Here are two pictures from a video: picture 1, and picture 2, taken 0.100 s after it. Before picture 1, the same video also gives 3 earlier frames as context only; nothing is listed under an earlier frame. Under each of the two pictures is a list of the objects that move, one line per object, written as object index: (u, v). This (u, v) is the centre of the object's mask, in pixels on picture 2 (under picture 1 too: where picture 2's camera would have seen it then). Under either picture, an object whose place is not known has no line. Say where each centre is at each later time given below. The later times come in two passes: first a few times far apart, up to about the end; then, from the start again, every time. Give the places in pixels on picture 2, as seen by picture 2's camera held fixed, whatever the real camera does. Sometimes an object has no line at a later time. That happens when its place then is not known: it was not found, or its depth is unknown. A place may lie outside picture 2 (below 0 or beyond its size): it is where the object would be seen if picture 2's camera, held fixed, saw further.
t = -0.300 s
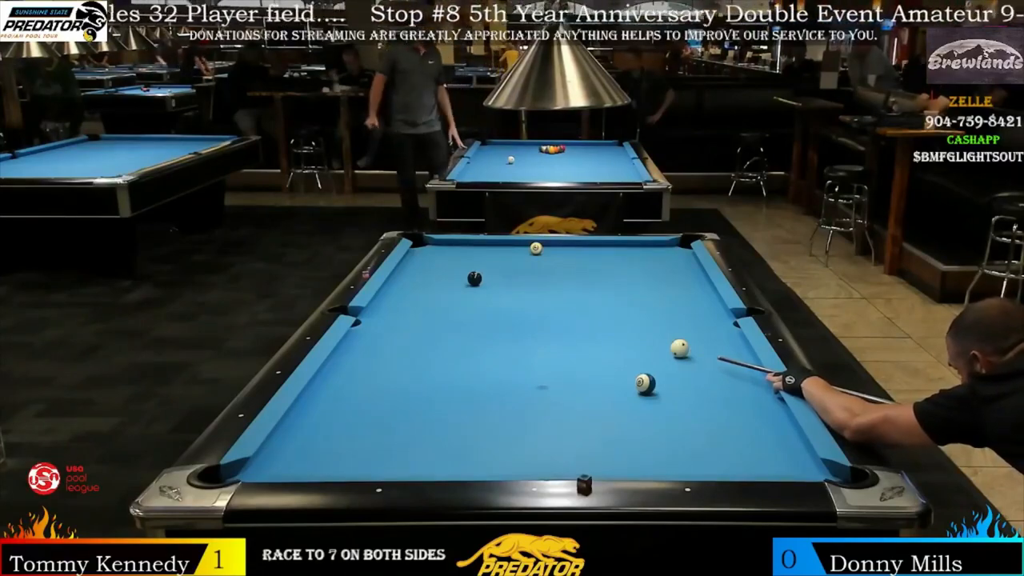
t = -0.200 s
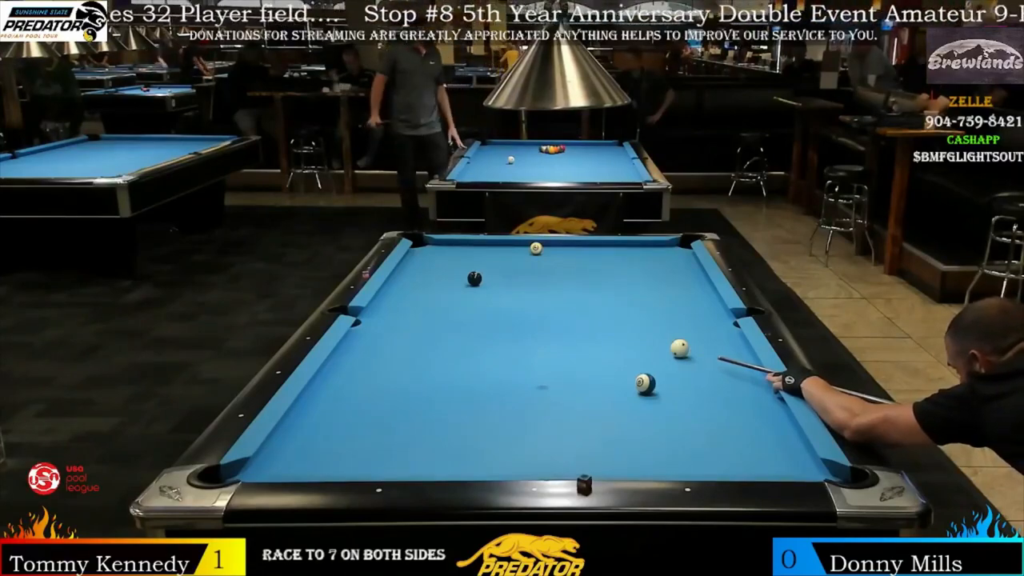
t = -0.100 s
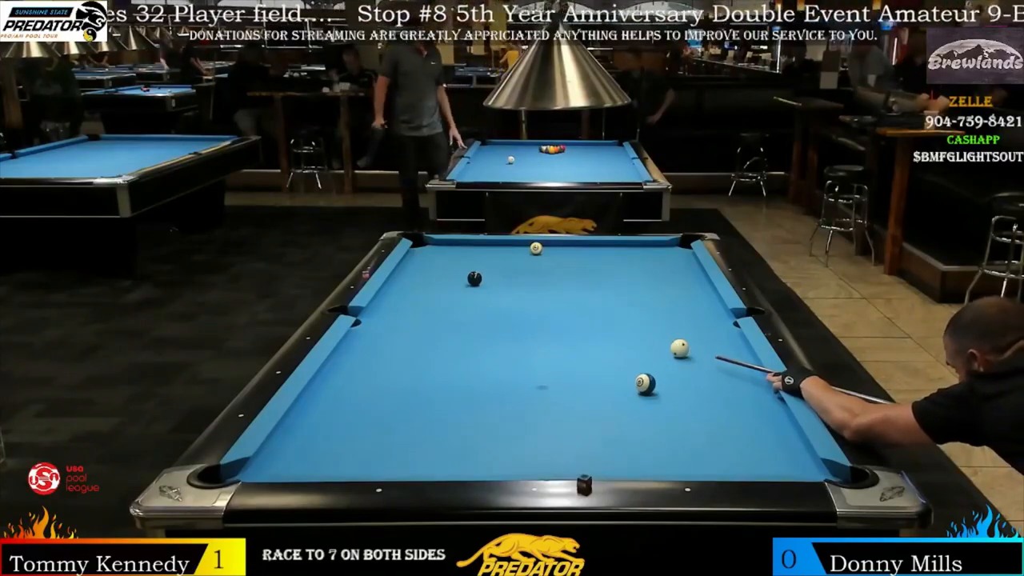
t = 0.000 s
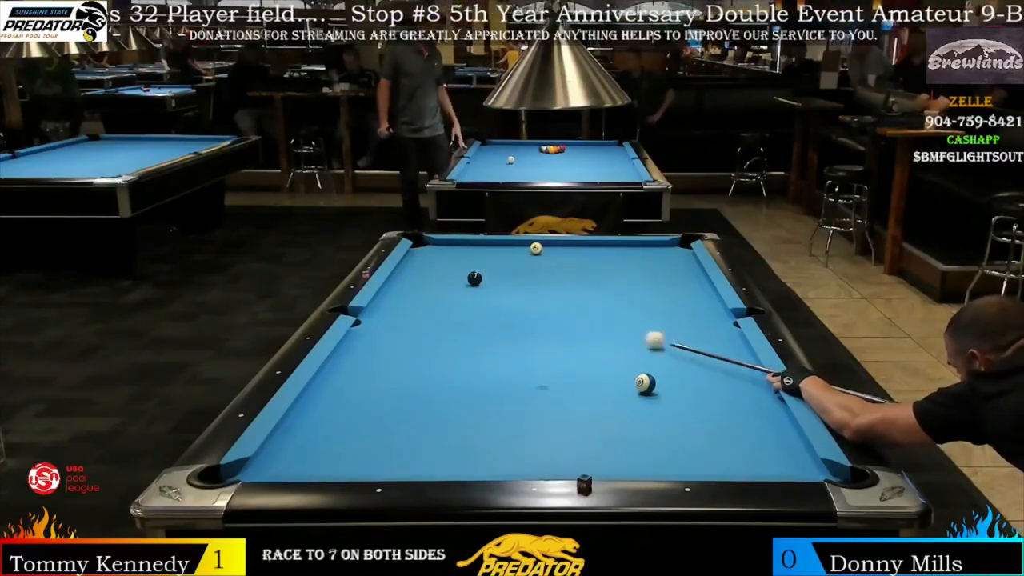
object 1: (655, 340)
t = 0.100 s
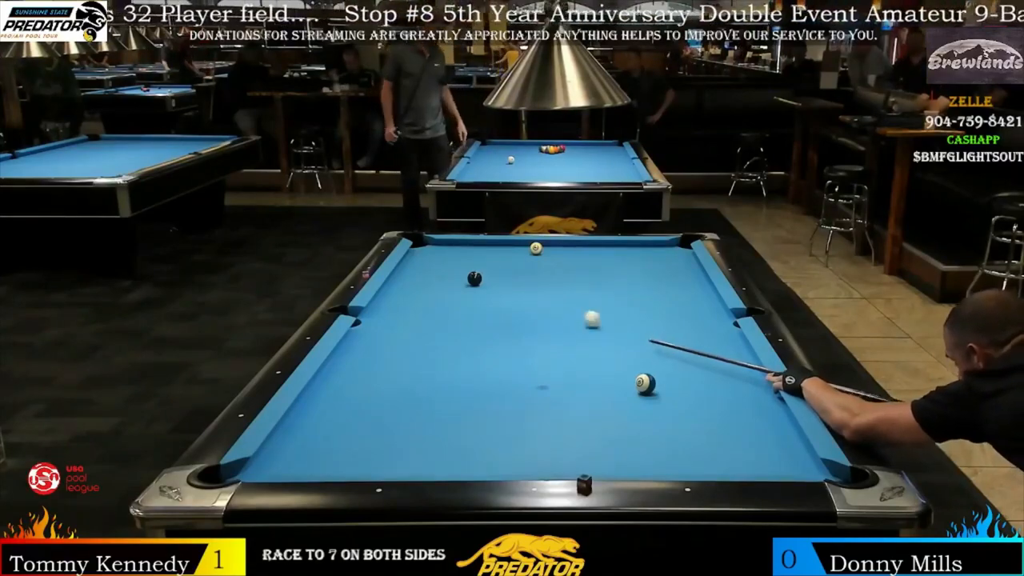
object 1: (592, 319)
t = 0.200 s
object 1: (541, 302)
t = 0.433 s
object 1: (460, 282)
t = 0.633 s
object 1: (413, 279)
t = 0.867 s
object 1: (423, 276)
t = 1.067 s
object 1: (456, 274)
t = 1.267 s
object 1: (488, 272)
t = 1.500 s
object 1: (523, 270)
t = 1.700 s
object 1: (551, 268)
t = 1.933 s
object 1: (583, 266)
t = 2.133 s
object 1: (609, 264)
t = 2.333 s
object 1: (633, 263)
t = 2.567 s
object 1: (660, 261)
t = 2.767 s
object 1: (683, 259)
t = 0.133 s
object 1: (574, 313)
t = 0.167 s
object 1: (557, 308)
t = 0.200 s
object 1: (541, 302)
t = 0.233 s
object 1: (525, 297)
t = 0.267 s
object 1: (511, 292)
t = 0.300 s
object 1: (496, 288)
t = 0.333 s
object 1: (483, 282)
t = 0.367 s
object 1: (474, 282)
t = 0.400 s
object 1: (467, 282)
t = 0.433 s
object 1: (460, 282)
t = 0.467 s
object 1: (453, 282)
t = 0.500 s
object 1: (445, 282)
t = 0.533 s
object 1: (437, 281)
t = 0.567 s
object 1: (429, 281)
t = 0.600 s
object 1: (421, 280)
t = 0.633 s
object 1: (413, 279)
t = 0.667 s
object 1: (405, 278)
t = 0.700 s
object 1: (397, 278)
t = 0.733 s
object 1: (398, 277)
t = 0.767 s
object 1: (405, 277)
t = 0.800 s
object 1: (411, 276)
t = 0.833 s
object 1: (416, 276)
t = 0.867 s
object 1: (423, 276)
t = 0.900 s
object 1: (429, 275)
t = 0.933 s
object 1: (434, 275)
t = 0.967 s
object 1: (439, 275)
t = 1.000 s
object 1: (445, 274)
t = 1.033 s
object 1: (451, 274)
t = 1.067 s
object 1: (456, 274)
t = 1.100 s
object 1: (461, 273)
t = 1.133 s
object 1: (467, 273)
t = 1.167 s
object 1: (472, 273)
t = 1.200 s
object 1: (477, 273)
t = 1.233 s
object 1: (482, 272)
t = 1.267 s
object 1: (488, 272)
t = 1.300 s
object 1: (493, 272)
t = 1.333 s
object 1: (498, 271)
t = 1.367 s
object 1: (503, 271)
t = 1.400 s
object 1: (508, 271)
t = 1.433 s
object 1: (513, 271)
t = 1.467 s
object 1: (518, 270)
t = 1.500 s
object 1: (523, 270)
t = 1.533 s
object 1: (528, 270)
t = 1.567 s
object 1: (533, 269)
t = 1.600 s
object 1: (537, 269)
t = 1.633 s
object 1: (542, 269)
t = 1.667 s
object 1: (547, 268)
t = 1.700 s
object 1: (551, 268)
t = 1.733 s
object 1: (556, 268)
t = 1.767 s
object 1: (561, 268)
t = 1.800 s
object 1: (565, 267)
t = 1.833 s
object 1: (570, 267)
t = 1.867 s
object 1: (574, 267)
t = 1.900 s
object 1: (579, 266)
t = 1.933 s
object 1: (583, 266)
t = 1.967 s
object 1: (588, 266)
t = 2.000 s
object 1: (592, 266)
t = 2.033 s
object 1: (596, 265)
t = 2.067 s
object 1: (601, 265)
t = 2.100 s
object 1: (605, 264)
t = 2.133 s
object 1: (609, 264)
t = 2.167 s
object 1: (613, 264)
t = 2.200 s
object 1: (617, 264)
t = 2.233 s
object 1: (621, 263)
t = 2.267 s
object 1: (625, 263)
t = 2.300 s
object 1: (629, 263)
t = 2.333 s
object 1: (633, 263)
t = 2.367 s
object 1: (638, 262)
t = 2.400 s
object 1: (641, 262)
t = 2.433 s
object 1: (645, 262)
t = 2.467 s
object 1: (649, 262)
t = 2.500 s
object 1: (653, 261)
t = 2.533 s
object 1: (657, 261)
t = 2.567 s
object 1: (660, 261)
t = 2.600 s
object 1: (665, 261)
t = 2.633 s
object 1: (669, 260)
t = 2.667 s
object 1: (672, 260)
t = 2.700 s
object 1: (676, 260)
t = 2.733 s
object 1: (679, 260)
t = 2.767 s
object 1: (683, 259)
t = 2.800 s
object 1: (687, 259)
